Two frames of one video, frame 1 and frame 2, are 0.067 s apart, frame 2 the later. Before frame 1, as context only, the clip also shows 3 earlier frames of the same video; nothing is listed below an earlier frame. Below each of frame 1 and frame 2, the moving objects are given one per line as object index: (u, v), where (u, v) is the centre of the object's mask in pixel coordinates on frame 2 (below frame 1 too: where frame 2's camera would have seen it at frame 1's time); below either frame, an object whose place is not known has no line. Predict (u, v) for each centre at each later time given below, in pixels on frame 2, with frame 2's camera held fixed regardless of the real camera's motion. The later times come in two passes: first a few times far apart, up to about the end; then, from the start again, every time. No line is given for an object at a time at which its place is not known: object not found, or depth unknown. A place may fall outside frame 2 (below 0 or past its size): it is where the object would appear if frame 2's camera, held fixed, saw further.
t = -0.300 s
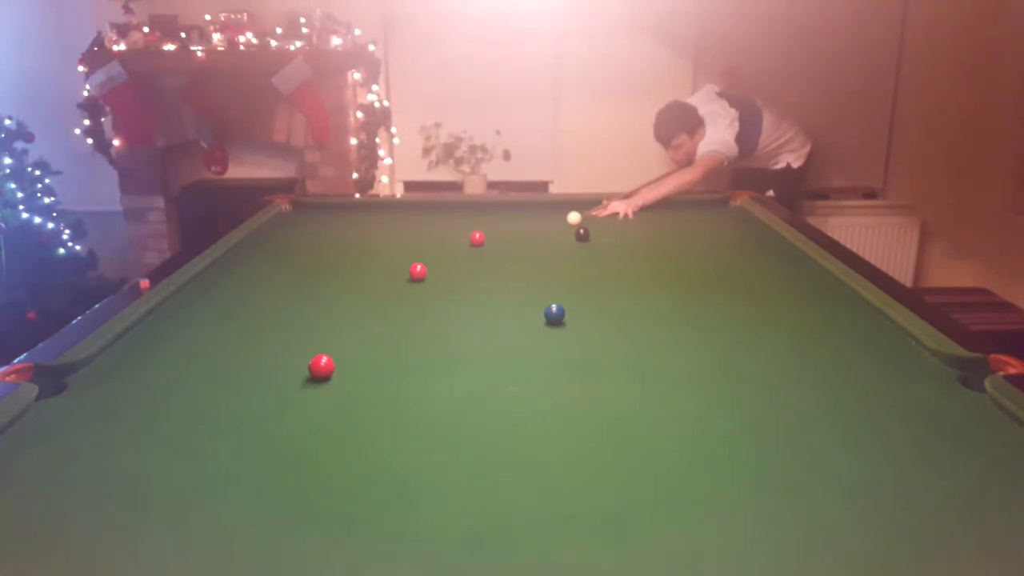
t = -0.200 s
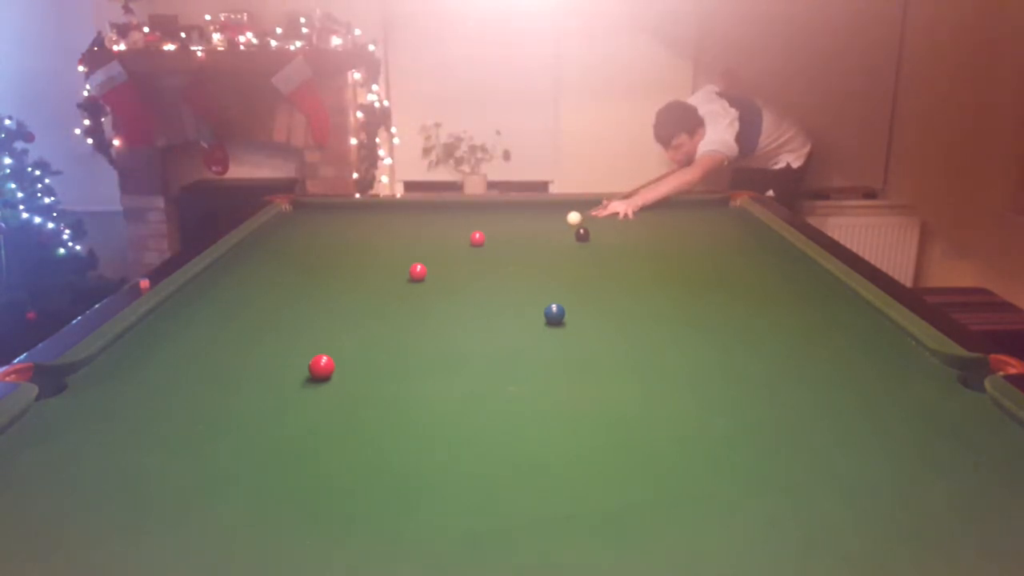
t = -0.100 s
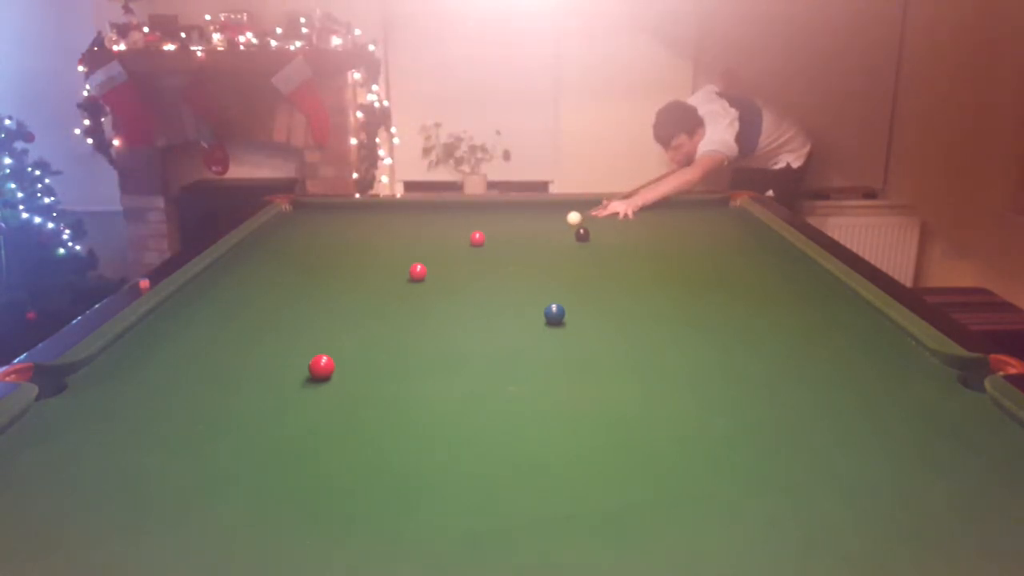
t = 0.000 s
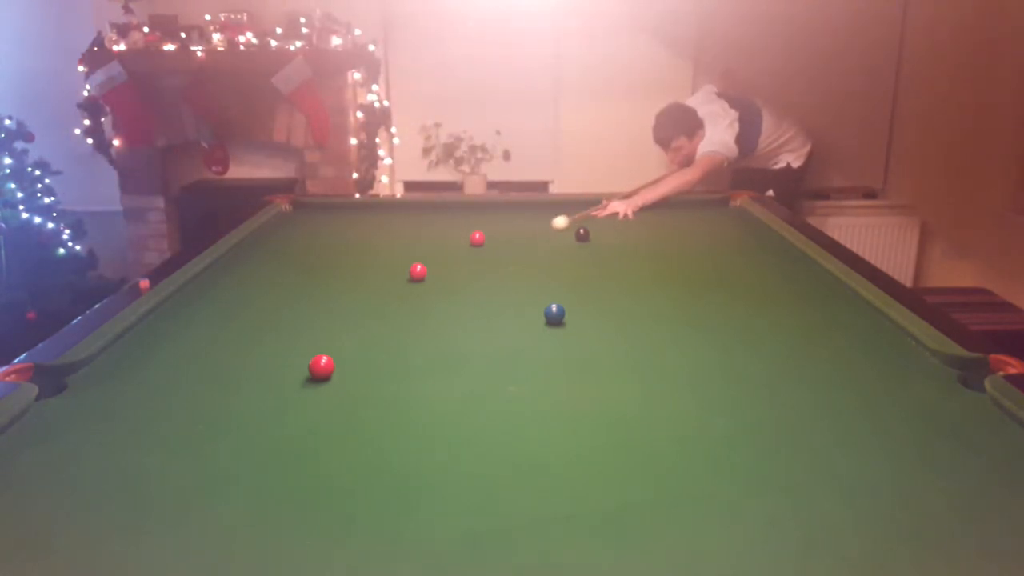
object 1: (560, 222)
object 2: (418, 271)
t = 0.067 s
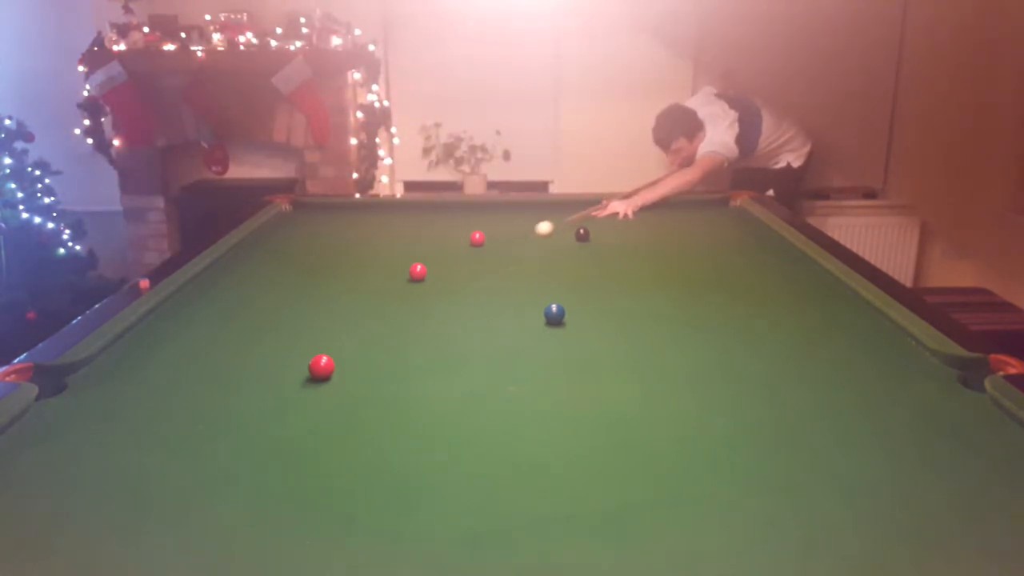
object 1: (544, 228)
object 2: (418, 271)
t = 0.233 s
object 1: (507, 241)
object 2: (418, 271)
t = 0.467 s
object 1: (448, 261)
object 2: (418, 271)
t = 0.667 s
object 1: (425, 270)
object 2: (383, 282)
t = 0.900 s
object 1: (410, 276)
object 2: (329, 299)
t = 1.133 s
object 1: (396, 282)
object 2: (269, 316)
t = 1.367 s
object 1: (384, 287)
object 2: (207, 335)
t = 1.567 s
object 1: (374, 290)
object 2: (151, 353)
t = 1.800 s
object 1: (364, 294)
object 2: (81, 373)
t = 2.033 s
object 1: (356, 297)
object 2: (55, 381)
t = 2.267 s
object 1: (349, 299)
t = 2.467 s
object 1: (345, 300)
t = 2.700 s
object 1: (343, 300)
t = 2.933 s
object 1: (343, 300)
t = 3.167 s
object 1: (343, 300)
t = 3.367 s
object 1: (343, 300)
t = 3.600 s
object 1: (343, 300)
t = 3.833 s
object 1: (343, 300)
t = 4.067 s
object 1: (343, 300)
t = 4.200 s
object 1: (343, 300)
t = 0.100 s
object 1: (536, 230)
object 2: (418, 271)
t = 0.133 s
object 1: (529, 233)
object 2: (418, 271)
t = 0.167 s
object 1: (522, 236)
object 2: (418, 271)
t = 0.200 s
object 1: (514, 238)
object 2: (418, 271)
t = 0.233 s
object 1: (507, 241)
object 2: (418, 271)
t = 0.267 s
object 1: (499, 244)
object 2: (418, 271)
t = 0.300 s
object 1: (491, 246)
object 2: (418, 271)
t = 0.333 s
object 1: (483, 249)
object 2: (418, 271)
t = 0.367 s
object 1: (474, 252)
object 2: (418, 271)
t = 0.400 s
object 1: (466, 255)
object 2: (418, 271)
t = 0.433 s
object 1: (457, 258)
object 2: (418, 271)
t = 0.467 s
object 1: (448, 261)
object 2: (418, 271)
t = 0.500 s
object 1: (439, 264)
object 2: (418, 271)
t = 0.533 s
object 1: (432, 267)
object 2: (416, 271)
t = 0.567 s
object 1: (430, 268)
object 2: (408, 274)
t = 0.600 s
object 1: (429, 268)
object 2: (399, 277)
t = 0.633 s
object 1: (427, 269)
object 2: (390, 280)
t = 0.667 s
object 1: (425, 270)
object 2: (383, 282)
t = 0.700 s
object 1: (423, 271)
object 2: (375, 284)
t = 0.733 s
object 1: (421, 272)
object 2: (367, 287)
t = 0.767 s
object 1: (419, 273)
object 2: (360, 289)
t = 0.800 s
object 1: (417, 273)
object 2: (352, 291)
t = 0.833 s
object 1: (415, 274)
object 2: (345, 294)
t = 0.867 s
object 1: (412, 275)
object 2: (337, 296)
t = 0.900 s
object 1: (410, 276)
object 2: (329, 299)
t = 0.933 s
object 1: (408, 277)
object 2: (320, 301)
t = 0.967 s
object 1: (406, 278)
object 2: (312, 304)
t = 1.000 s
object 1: (404, 279)
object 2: (304, 306)
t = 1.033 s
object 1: (402, 279)
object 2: (295, 309)
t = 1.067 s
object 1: (400, 280)
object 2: (287, 311)
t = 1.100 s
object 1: (398, 281)
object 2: (279, 314)
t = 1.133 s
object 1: (396, 282)
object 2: (269, 316)
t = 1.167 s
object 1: (394, 283)
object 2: (261, 319)
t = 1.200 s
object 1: (393, 283)
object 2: (252, 322)
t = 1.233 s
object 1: (391, 284)
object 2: (243, 324)
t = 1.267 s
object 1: (389, 285)
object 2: (234, 327)
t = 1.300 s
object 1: (387, 286)
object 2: (225, 330)
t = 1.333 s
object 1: (385, 286)
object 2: (216, 332)
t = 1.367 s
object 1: (384, 287)
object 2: (207, 335)
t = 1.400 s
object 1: (382, 288)
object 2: (198, 338)
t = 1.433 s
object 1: (380, 288)
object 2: (188, 341)
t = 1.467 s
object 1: (379, 289)
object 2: (178, 344)
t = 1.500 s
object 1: (377, 289)
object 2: (169, 347)
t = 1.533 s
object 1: (375, 290)
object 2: (160, 350)
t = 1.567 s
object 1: (374, 290)
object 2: (151, 353)
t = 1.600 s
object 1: (372, 291)
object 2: (140, 356)
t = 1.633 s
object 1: (371, 292)
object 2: (131, 359)
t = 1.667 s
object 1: (369, 292)
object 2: (121, 362)
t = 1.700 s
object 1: (368, 293)
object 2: (111, 364)
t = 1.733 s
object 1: (367, 293)
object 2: (102, 368)
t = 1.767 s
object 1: (365, 294)
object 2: (91, 370)
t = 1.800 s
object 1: (364, 294)
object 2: (81, 373)
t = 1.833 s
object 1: (363, 294)
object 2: (71, 376)
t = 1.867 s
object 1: (361, 295)
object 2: (61, 380)
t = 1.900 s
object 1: (360, 295)
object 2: (50, 383)
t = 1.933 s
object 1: (359, 296)
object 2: (50, 383)
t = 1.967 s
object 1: (358, 296)
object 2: (52, 382)
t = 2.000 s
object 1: (357, 297)
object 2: (54, 381)
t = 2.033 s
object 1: (356, 297)
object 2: (55, 381)
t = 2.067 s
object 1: (355, 297)
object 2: (53, 384)
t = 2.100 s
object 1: (354, 298)
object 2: (51, 387)
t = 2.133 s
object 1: (353, 298)
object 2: (47, 393)
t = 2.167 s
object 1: (352, 298)
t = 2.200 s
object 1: (351, 299)
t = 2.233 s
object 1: (350, 299)
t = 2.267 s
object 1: (349, 299)
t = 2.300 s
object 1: (349, 299)
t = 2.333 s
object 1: (348, 299)
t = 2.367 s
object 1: (347, 299)
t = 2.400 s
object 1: (347, 300)
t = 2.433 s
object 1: (346, 300)
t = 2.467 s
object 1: (345, 300)
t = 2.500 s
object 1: (345, 300)
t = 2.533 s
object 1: (344, 300)
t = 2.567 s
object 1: (344, 300)
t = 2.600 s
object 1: (344, 300)
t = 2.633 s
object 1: (343, 300)
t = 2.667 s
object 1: (343, 300)
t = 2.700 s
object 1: (343, 300)
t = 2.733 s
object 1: (343, 300)
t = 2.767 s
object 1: (343, 300)
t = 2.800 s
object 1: (343, 300)
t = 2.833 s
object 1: (343, 300)
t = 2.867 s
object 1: (343, 300)
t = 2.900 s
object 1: (343, 300)
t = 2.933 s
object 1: (343, 300)
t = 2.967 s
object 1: (343, 300)
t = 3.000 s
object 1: (343, 300)
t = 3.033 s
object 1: (343, 300)
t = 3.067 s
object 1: (343, 300)
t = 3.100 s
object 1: (343, 300)
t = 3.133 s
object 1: (343, 300)
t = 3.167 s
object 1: (343, 300)
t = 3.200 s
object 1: (343, 300)
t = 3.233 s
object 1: (343, 300)
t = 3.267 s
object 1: (343, 300)
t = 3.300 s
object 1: (343, 300)
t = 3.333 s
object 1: (343, 300)
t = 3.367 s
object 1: (343, 300)
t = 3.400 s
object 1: (343, 300)
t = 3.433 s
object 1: (343, 300)
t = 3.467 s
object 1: (343, 300)
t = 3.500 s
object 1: (343, 300)
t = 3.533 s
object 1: (343, 300)
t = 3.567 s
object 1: (343, 300)
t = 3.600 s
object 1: (343, 300)
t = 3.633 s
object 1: (343, 300)
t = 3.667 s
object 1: (343, 300)
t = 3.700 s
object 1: (343, 300)
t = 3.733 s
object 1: (343, 300)
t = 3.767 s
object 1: (343, 300)
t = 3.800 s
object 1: (343, 300)
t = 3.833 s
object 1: (343, 300)
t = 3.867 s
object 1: (343, 300)
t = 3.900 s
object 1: (343, 300)
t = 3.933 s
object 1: (343, 300)
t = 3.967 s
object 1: (343, 300)
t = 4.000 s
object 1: (343, 300)
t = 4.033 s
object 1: (343, 300)
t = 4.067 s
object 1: (343, 300)
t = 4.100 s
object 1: (343, 300)
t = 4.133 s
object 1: (343, 300)
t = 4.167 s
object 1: (343, 300)
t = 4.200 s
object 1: (343, 300)
